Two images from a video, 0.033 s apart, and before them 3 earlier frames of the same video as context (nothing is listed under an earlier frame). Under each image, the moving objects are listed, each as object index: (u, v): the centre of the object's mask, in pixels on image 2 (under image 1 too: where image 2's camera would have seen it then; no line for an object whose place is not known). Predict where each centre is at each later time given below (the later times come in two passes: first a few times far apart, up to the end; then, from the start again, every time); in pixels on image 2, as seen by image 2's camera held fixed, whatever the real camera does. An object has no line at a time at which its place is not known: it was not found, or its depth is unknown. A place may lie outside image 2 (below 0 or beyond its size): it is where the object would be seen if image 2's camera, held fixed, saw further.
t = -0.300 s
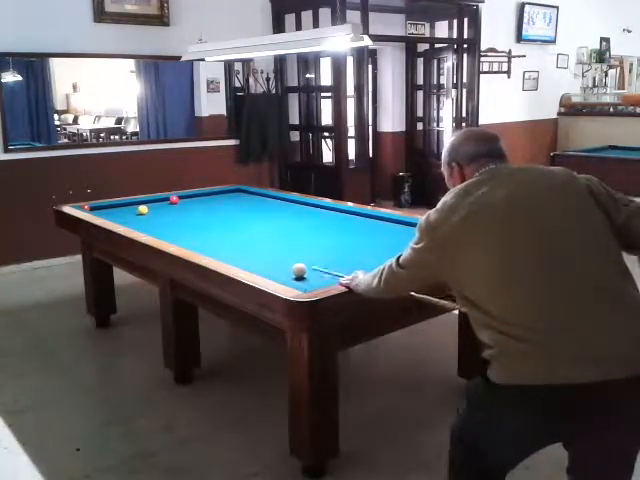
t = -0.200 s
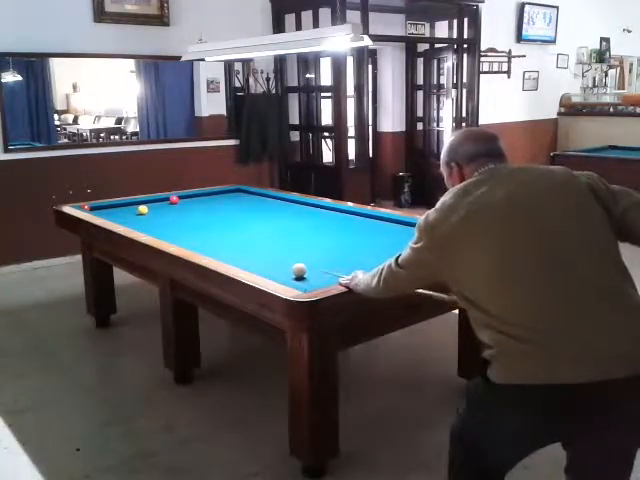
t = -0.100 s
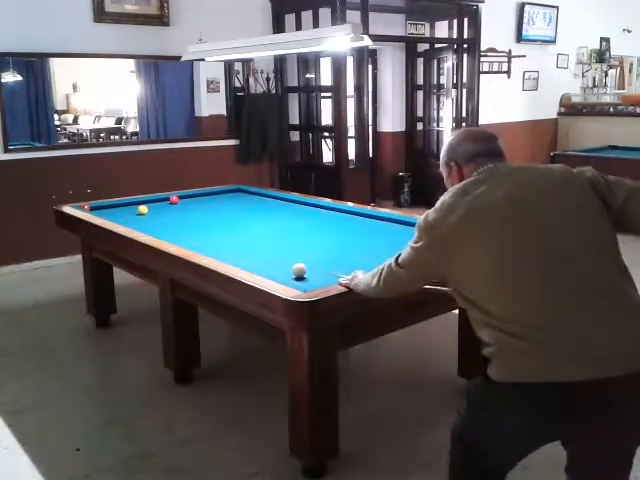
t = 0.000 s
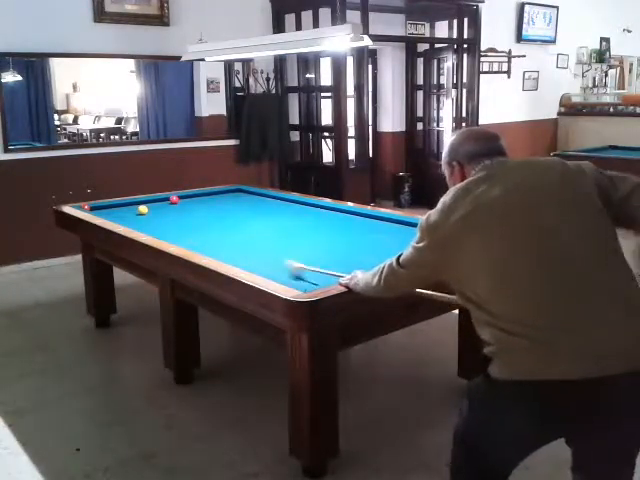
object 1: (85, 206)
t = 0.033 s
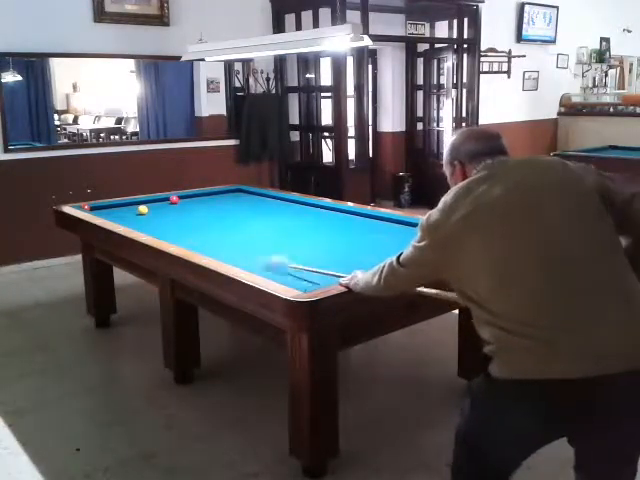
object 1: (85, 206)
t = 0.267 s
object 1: (85, 207)
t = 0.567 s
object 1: (91, 208)
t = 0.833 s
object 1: (111, 212)
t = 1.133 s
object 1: (137, 214)
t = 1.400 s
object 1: (158, 217)
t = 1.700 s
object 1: (183, 220)
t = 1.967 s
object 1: (204, 222)
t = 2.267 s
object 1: (228, 225)
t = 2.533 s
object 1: (251, 228)
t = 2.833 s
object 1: (277, 231)
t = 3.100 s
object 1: (299, 233)
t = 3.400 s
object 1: (324, 236)
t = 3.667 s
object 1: (347, 239)
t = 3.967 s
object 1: (372, 241)
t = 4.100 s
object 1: (383, 243)
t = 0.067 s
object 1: (85, 207)
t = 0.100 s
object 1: (86, 207)
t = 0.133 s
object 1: (86, 207)
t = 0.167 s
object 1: (85, 207)
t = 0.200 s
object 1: (86, 207)
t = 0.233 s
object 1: (85, 207)
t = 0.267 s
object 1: (85, 207)
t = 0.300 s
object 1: (86, 207)
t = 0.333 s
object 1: (85, 206)
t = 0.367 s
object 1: (86, 207)
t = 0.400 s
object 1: (86, 207)
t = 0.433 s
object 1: (86, 207)
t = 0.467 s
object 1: (84, 206)
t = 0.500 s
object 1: (87, 207)
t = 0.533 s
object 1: (89, 207)
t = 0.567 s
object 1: (91, 208)
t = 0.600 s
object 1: (93, 208)
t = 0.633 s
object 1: (94, 208)
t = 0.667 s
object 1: (98, 210)
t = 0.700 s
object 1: (101, 210)
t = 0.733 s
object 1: (104, 211)
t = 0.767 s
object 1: (106, 211)
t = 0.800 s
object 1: (109, 212)
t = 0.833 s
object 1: (111, 212)
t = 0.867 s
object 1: (113, 212)
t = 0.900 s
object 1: (116, 212)
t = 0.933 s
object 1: (119, 213)
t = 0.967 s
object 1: (121, 213)
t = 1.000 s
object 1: (124, 213)
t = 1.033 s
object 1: (126, 213)
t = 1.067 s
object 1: (131, 214)
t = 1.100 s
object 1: (134, 214)
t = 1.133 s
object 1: (137, 214)
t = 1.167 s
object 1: (139, 215)
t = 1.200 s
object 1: (142, 215)
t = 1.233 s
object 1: (144, 216)
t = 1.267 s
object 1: (147, 217)
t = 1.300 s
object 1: (150, 216)
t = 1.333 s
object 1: (153, 217)
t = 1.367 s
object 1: (155, 217)
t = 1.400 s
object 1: (158, 217)
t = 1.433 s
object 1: (161, 218)
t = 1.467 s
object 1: (163, 218)
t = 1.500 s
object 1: (166, 218)
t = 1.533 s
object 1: (169, 218)
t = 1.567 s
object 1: (172, 219)
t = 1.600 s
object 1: (175, 219)
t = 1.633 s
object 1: (177, 219)
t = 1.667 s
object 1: (180, 219)
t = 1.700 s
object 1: (183, 220)
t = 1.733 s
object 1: (185, 220)
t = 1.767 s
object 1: (187, 221)
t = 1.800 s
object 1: (191, 221)
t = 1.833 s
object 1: (193, 221)
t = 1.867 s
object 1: (196, 222)
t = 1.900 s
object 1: (199, 222)
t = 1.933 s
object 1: (202, 222)
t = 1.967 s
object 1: (204, 222)
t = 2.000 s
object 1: (207, 222)
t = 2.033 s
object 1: (210, 223)
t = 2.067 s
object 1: (212, 223)
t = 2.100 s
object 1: (215, 223)
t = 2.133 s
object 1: (218, 224)
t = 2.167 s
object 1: (220, 225)
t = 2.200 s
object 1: (223, 225)
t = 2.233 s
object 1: (226, 225)
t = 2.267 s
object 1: (228, 225)
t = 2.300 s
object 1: (232, 226)
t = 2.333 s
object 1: (235, 227)
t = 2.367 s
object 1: (237, 227)
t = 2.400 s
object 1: (240, 228)
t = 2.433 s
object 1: (243, 228)
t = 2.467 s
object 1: (245, 228)
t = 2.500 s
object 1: (248, 228)
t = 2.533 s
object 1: (251, 228)
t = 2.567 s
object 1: (254, 229)
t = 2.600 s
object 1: (256, 229)
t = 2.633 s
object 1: (260, 230)
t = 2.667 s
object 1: (263, 230)
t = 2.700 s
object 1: (265, 230)
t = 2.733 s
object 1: (268, 230)
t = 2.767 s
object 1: (271, 230)
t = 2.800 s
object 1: (274, 231)
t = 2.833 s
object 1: (277, 231)
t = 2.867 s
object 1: (279, 231)
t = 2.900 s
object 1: (282, 231)
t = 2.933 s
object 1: (285, 232)
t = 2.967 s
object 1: (288, 232)
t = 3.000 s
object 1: (290, 232)
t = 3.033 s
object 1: (293, 232)
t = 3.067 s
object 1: (296, 233)
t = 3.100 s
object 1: (299, 233)
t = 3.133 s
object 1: (302, 233)
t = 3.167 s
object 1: (305, 234)
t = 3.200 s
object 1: (307, 234)
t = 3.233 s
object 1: (310, 235)
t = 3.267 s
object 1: (313, 235)
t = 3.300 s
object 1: (316, 235)
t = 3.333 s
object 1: (318, 235)
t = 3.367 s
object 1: (321, 236)
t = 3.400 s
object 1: (324, 236)
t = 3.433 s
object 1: (327, 236)
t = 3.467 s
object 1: (330, 237)
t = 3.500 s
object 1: (333, 237)
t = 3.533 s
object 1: (335, 237)
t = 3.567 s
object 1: (338, 238)
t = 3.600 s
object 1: (341, 238)
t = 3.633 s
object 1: (344, 238)
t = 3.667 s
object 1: (347, 239)
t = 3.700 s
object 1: (349, 239)
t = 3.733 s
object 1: (352, 239)
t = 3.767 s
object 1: (355, 239)
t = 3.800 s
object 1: (358, 240)
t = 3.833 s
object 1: (361, 240)
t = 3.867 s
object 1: (363, 240)
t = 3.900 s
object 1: (366, 241)
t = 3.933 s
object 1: (369, 241)
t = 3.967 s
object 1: (372, 241)
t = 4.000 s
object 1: (375, 242)
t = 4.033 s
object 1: (377, 242)
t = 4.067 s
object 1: (380, 242)
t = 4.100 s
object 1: (383, 243)
